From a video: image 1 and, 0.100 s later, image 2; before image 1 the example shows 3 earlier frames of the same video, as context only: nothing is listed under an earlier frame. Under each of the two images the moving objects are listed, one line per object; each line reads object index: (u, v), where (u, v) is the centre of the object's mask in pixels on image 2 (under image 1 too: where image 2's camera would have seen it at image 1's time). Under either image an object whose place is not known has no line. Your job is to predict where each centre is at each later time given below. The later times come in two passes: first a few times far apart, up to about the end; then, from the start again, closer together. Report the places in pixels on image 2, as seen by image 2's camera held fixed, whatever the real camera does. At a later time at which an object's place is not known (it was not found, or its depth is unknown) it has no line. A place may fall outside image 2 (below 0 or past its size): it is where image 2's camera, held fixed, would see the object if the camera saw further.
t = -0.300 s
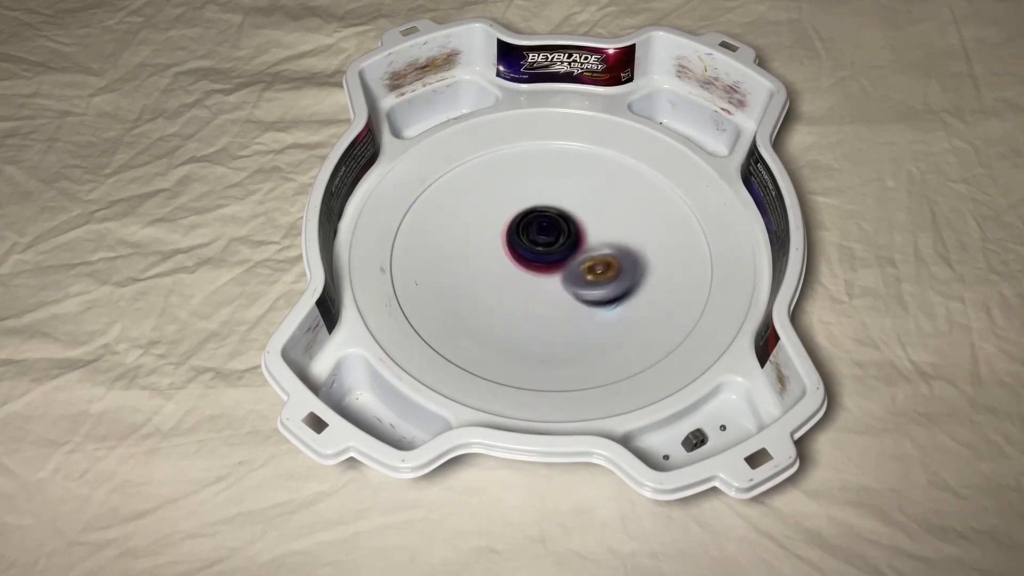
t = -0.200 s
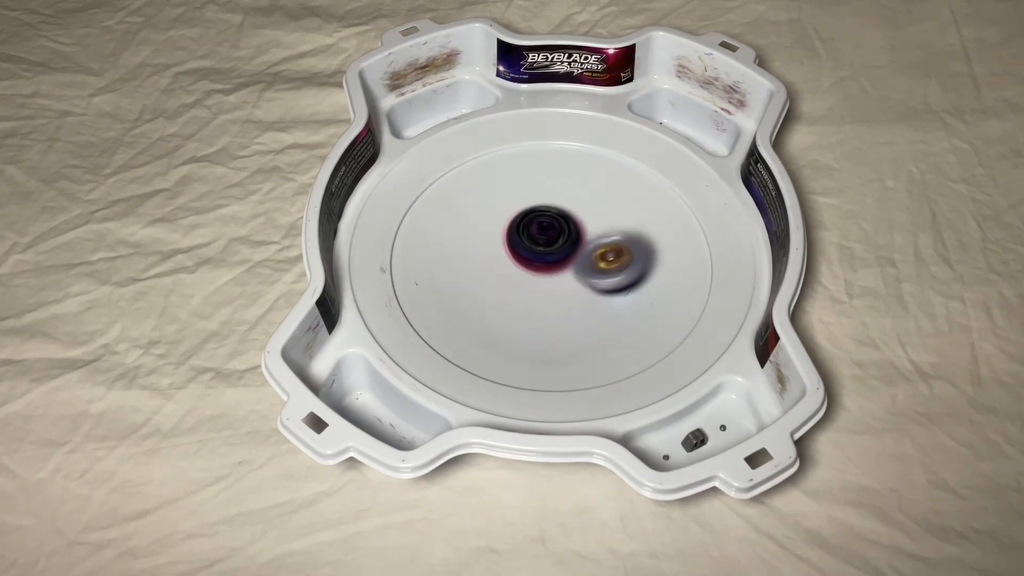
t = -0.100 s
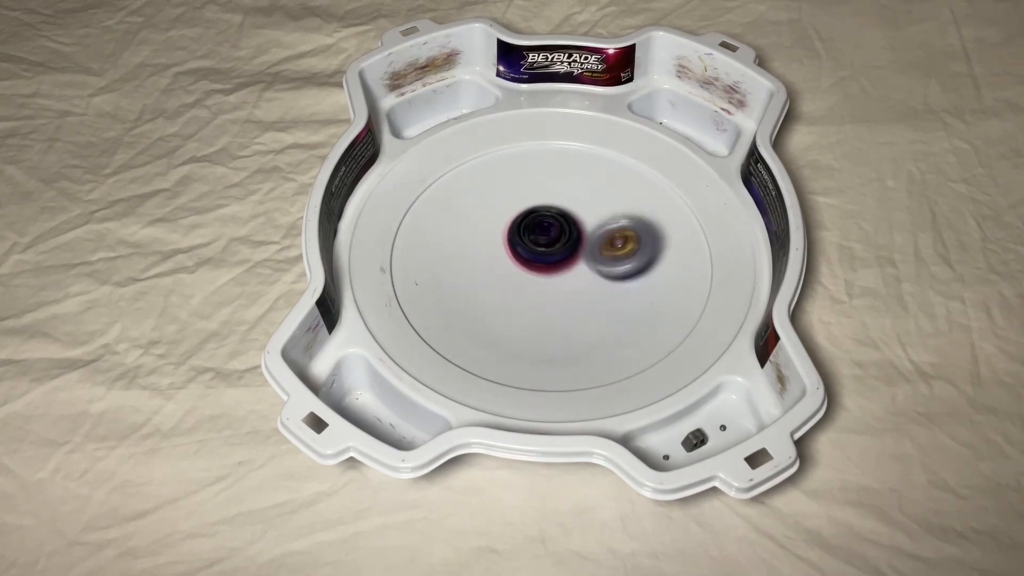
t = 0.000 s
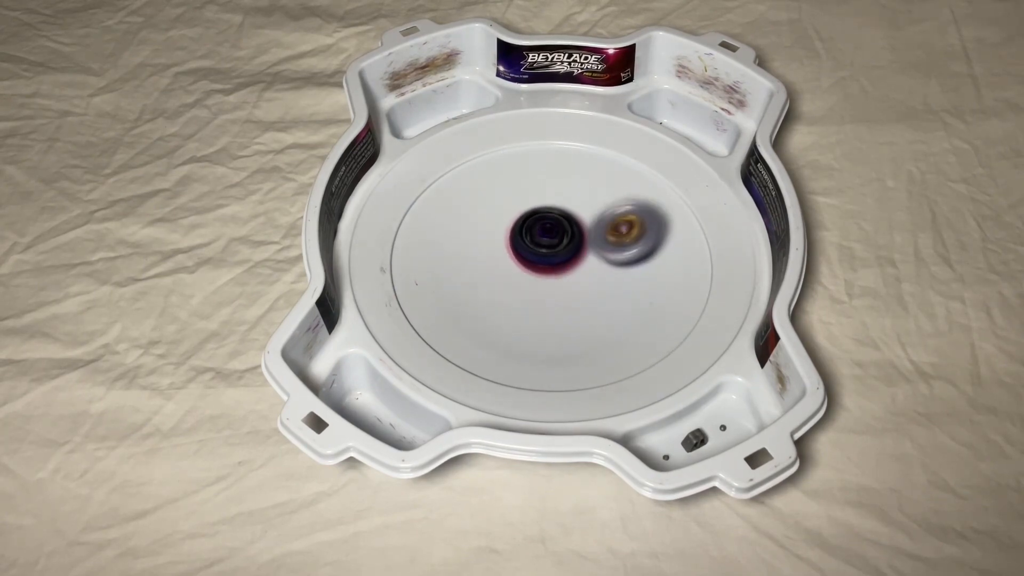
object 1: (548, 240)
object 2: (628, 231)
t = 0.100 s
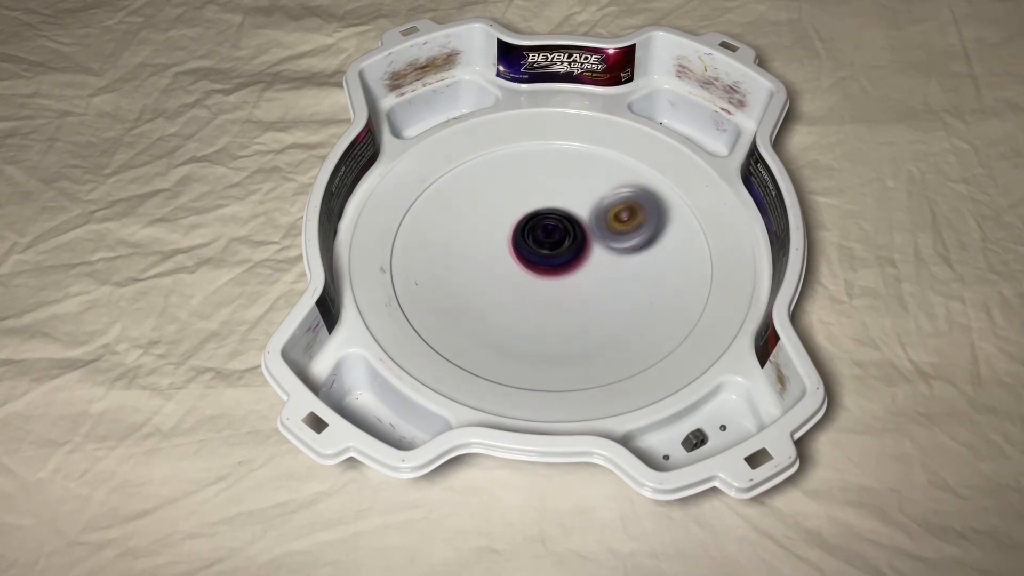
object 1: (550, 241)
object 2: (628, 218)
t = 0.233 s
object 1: (554, 245)
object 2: (622, 202)
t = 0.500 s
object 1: (564, 250)
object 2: (597, 184)
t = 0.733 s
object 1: (568, 253)
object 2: (563, 180)
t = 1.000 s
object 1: (570, 252)
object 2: (522, 193)
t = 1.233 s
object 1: (570, 249)
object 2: (498, 215)
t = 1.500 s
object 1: (570, 245)
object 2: (495, 248)
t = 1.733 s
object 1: (571, 239)
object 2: (512, 272)
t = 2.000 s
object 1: (570, 233)
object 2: (543, 285)
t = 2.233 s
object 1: (567, 227)
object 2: (569, 286)
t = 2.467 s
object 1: (562, 216)
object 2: (582, 286)
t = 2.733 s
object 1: (554, 212)
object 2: (575, 267)
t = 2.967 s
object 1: (547, 216)
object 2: (567, 272)
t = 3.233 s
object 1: (540, 228)
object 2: (567, 282)
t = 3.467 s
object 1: (535, 235)
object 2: (581, 280)
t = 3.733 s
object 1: (531, 233)
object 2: (605, 273)
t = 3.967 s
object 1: (529, 231)
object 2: (611, 262)
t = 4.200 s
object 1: (536, 235)
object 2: (596, 265)
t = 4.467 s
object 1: (541, 239)
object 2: (600, 279)
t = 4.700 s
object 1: (543, 236)
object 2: (610, 282)
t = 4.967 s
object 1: (546, 228)
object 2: (594, 281)
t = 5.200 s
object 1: (548, 215)
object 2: (591, 307)
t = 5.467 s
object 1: (558, 232)
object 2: (567, 297)
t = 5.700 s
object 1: (579, 235)
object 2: (503, 291)
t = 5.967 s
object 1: (574, 252)
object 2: (487, 275)
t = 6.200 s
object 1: (562, 259)
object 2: (487, 247)
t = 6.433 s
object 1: (562, 255)
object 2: (486, 220)
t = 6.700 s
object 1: (572, 248)
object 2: (500, 209)
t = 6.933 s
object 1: (577, 248)
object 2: (522, 197)
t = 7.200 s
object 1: (572, 249)
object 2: (529, 187)
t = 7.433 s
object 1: (573, 253)
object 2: (524, 193)
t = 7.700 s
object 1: (568, 262)
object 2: (530, 194)
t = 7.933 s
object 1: (561, 266)
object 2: (538, 190)
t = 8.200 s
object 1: (553, 268)
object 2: (570, 187)
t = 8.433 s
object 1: (556, 269)
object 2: (579, 191)
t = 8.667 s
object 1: (560, 258)
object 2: (567, 192)
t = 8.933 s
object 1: (555, 259)
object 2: (579, 187)
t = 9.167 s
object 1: (555, 263)
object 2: (569, 196)
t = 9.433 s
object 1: (560, 274)
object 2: (577, 206)
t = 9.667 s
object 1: (553, 269)
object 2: (565, 216)
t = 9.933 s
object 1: (551, 271)
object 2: (566, 215)
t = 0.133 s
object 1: (551, 242)
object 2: (627, 214)
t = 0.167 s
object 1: (552, 243)
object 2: (625, 210)
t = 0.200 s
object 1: (553, 244)
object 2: (624, 206)
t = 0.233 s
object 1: (554, 245)
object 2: (622, 202)
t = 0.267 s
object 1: (555, 245)
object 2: (620, 198)
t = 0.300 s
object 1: (557, 246)
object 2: (617, 196)
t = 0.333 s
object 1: (558, 247)
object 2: (615, 193)
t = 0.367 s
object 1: (559, 247)
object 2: (612, 190)
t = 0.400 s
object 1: (560, 248)
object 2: (608, 188)
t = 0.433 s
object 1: (561, 249)
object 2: (605, 186)
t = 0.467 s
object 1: (563, 250)
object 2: (601, 185)
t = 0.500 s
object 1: (564, 250)
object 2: (597, 184)
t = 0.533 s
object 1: (565, 251)
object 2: (593, 183)
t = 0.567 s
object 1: (565, 251)
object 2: (588, 182)
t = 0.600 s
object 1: (566, 251)
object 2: (583, 181)
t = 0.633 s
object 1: (566, 252)
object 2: (579, 180)
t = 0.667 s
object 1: (567, 252)
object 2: (573, 180)
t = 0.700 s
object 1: (568, 253)
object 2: (568, 180)
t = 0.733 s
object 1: (568, 253)
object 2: (563, 180)
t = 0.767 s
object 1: (569, 253)
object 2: (558, 181)
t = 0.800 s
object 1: (569, 253)
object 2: (552, 182)
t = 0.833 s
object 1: (569, 253)
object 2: (547, 184)
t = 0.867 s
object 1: (570, 253)
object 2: (542, 185)
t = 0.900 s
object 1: (570, 253)
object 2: (536, 187)
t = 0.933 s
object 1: (570, 252)
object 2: (531, 188)
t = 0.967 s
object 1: (570, 252)
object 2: (527, 190)
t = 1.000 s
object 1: (570, 252)
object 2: (522, 193)
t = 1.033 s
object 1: (570, 251)
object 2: (517, 195)
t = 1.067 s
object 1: (570, 251)
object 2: (513, 198)
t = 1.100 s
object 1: (570, 251)
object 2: (509, 201)
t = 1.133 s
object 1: (569, 250)
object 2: (505, 205)
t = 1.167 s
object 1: (569, 250)
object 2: (502, 208)
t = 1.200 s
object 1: (569, 250)
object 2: (499, 212)
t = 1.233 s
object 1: (570, 249)
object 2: (498, 215)
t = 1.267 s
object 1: (570, 249)
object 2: (495, 220)
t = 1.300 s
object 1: (570, 248)
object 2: (494, 223)
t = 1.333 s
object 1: (570, 248)
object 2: (493, 228)
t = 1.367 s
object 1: (570, 247)
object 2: (492, 232)
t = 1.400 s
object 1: (570, 247)
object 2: (492, 236)
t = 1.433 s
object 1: (570, 246)
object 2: (492, 240)
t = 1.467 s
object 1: (570, 245)
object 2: (492, 243)
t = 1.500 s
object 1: (570, 245)
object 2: (495, 248)
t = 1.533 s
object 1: (571, 244)
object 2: (495, 251)
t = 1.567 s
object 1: (571, 243)
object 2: (498, 255)
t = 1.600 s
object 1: (571, 242)
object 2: (500, 259)
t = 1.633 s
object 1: (571, 241)
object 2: (502, 262)
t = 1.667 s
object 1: (571, 240)
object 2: (506, 266)
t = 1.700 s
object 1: (571, 240)
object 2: (509, 269)
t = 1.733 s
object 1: (571, 239)
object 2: (512, 272)
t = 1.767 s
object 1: (571, 238)
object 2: (516, 274)
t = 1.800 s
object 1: (571, 238)
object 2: (520, 276)
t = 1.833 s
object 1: (571, 237)
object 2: (523, 278)
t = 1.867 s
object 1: (571, 236)
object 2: (528, 280)
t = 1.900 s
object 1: (570, 235)
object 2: (533, 283)
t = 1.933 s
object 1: (570, 235)
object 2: (537, 284)
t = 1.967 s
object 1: (570, 234)
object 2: (541, 285)
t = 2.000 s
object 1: (570, 233)
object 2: (543, 285)
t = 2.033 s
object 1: (570, 231)
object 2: (549, 284)
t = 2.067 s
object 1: (569, 231)
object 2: (553, 283)
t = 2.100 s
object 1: (569, 229)
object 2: (558, 286)
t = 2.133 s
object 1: (569, 229)
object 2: (560, 288)
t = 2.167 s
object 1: (568, 228)
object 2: (563, 288)
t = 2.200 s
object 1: (568, 228)
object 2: (565, 287)
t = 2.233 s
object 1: (567, 227)
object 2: (569, 286)
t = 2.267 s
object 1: (567, 227)
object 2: (571, 284)
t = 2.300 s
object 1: (566, 226)
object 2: (573, 281)
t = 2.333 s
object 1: (566, 225)
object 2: (576, 283)
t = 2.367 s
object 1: (565, 221)
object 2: (580, 287)
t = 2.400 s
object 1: (564, 219)
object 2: (581, 287)
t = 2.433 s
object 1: (563, 218)
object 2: (582, 287)
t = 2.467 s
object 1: (562, 216)
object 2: (582, 286)
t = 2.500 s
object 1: (561, 216)
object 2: (582, 284)
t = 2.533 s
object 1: (560, 215)
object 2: (582, 281)
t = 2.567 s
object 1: (559, 215)
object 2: (580, 279)
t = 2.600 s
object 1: (558, 214)
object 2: (579, 276)
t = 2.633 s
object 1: (557, 214)
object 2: (577, 273)
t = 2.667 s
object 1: (556, 212)
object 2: (574, 269)
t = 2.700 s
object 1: (555, 211)
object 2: (573, 266)
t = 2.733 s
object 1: (554, 212)
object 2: (575, 267)
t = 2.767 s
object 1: (553, 211)
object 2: (577, 267)
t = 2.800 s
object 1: (551, 212)
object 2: (575, 267)
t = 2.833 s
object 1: (550, 213)
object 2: (573, 268)
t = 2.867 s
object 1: (549, 214)
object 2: (572, 267)
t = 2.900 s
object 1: (549, 213)
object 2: (570, 268)
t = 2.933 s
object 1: (548, 215)
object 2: (569, 271)
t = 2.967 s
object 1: (547, 216)
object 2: (567, 272)
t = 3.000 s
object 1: (547, 218)
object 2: (565, 274)
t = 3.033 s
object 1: (546, 219)
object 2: (564, 275)
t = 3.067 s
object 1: (545, 220)
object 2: (561, 274)
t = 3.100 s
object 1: (544, 222)
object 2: (561, 276)
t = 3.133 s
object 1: (543, 223)
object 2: (563, 277)
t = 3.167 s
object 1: (542, 224)
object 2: (563, 278)
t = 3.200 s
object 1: (541, 225)
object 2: (565, 280)
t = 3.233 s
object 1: (540, 228)
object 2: (567, 282)
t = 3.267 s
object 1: (539, 229)
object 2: (567, 283)
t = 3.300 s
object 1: (538, 229)
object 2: (569, 283)
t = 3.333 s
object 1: (537, 231)
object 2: (571, 283)
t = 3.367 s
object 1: (536, 233)
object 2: (572, 282)
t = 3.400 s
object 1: (536, 233)
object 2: (576, 282)
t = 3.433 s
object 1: (535, 234)
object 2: (580, 281)
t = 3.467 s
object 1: (535, 235)
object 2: (581, 280)
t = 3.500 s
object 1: (535, 236)
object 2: (585, 279)
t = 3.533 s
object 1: (535, 237)
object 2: (588, 278)
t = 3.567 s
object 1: (534, 237)
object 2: (590, 276)
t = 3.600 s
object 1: (533, 236)
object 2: (595, 278)
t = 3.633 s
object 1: (532, 234)
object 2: (603, 278)
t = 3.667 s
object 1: (531, 234)
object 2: (605, 277)
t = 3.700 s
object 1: (531, 234)
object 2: (604, 275)
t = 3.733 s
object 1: (531, 233)
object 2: (605, 273)
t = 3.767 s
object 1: (531, 233)
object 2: (607, 271)
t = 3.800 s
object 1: (531, 233)
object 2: (606, 268)
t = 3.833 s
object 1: (532, 233)
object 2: (603, 265)
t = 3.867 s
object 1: (532, 233)
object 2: (600, 263)
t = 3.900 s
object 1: (533, 233)
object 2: (598, 261)
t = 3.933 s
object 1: (531, 232)
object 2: (604, 259)
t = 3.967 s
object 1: (529, 231)
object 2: (611, 262)
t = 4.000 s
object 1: (530, 230)
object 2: (614, 263)
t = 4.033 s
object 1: (530, 231)
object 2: (616, 262)
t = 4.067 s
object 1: (532, 232)
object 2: (612, 261)
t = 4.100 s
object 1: (533, 233)
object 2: (605, 262)
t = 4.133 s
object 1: (534, 233)
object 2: (602, 264)
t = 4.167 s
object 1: (535, 234)
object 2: (599, 265)
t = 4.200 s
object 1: (536, 235)
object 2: (596, 265)
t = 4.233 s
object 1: (536, 235)
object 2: (599, 267)
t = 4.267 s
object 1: (537, 235)
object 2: (599, 270)
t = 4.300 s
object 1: (538, 236)
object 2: (599, 271)
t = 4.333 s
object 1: (538, 237)
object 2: (598, 272)
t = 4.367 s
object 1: (539, 238)
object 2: (596, 274)
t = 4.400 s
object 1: (540, 238)
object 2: (597, 276)
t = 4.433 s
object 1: (541, 239)
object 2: (596, 277)
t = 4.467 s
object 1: (541, 239)
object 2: (600, 279)
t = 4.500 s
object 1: (543, 240)
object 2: (601, 279)
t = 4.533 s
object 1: (543, 241)
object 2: (600, 278)
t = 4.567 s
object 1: (544, 241)
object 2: (599, 278)
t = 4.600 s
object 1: (543, 239)
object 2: (607, 283)
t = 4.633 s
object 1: (543, 237)
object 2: (611, 284)
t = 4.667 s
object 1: (543, 237)
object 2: (612, 282)
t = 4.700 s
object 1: (543, 236)
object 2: (610, 282)
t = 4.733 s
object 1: (543, 235)
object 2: (609, 281)
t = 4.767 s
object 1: (544, 235)
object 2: (607, 280)
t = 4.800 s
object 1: (544, 235)
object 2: (605, 279)
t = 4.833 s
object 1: (545, 234)
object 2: (603, 278)
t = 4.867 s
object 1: (545, 233)
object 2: (598, 276)
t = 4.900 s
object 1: (544, 232)
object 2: (594, 276)
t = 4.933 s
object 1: (545, 231)
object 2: (590, 275)
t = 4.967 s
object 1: (546, 228)
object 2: (594, 281)
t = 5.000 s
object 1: (544, 222)
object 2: (598, 292)
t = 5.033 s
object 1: (543, 217)
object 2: (601, 299)
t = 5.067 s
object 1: (544, 215)
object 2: (600, 303)
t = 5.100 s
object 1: (545, 215)
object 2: (598, 306)
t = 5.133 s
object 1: (546, 215)
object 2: (596, 307)
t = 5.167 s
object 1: (547, 215)
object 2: (594, 307)
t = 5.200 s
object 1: (548, 215)
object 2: (591, 307)
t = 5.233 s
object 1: (550, 216)
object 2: (589, 307)
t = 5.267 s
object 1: (551, 217)
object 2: (587, 308)
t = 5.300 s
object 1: (552, 219)
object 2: (585, 307)
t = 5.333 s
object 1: (553, 220)
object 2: (582, 306)
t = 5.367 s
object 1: (555, 223)
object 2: (579, 304)
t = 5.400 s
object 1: (556, 226)
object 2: (575, 303)
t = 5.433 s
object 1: (557, 230)
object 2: (571, 302)
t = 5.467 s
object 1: (558, 232)
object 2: (567, 297)
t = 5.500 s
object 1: (561, 233)
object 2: (560, 293)
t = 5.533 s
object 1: (565, 234)
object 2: (554, 293)
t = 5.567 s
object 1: (569, 234)
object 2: (542, 294)
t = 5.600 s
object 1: (573, 234)
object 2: (530, 298)
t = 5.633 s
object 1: (576, 233)
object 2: (517, 295)
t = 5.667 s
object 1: (578, 234)
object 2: (510, 295)
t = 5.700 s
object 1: (579, 235)
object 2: (503, 291)
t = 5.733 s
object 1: (580, 237)
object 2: (499, 290)
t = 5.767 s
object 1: (580, 239)
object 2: (495, 287)
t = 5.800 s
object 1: (580, 241)
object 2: (493, 286)
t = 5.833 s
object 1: (580, 243)
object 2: (491, 283)
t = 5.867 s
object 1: (579, 245)
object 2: (489, 281)
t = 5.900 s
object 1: (577, 247)
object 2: (487, 279)
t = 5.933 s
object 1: (576, 250)
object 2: (488, 278)
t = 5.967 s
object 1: (574, 252)
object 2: (487, 275)
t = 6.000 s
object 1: (571, 254)
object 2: (486, 272)
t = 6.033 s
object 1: (569, 255)
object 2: (486, 269)
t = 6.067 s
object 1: (566, 256)
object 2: (486, 265)
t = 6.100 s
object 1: (564, 257)
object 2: (487, 262)
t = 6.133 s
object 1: (563, 258)
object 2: (489, 258)
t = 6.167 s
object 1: (563, 258)
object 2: (488, 252)
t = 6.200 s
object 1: (562, 259)
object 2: (487, 247)
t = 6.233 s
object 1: (561, 259)
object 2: (486, 242)
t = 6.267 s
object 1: (561, 259)
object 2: (486, 237)
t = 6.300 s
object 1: (560, 258)
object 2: (485, 234)
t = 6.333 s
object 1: (561, 257)
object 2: (485, 229)
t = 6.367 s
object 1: (562, 257)
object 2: (485, 225)
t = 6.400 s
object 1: (562, 256)
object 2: (485, 222)
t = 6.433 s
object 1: (562, 255)
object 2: (486, 220)
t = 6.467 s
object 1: (563, 254)
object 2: (486, 218)
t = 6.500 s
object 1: (564, 253)
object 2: (486, 216)
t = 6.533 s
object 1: (566, 252)
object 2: (486, 215)
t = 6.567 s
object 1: (567, 251)
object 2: (487, 214)
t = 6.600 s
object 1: (568, 250)
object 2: (488, 213)
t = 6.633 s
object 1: (569, 249)
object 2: (492, 212)
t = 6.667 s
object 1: (571, 249)
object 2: (496, 210)
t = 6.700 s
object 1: (572, 248)
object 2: (500, 209)
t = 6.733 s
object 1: (573, 248)
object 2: (503, 208)
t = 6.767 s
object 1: (574, 248)
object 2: (505, 207)
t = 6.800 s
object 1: (575, 248)
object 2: (507, 206)
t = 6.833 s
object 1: (576, 248)
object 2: (510, 204)
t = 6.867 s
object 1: (576, 248)
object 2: (515, 202)
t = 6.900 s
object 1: (577, 248)
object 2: (519, 199)
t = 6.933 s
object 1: (577, 248)
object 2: (522, 197)
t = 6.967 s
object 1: (576, 248)
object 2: (525, 195)
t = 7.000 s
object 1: (576, 248)
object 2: (526, 195)
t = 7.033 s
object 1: (576, 248)
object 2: (528, 192)
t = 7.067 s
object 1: (575, 248)
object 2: (529, 190)
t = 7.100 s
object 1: (575, 249)
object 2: (530, 186)
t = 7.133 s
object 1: (574, 250)
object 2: (529, 185)
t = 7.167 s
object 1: (573, 250)
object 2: (527, 186)
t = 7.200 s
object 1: (572, 249)
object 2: (529, 187)
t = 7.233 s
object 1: (572, 249)
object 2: (531, 187)
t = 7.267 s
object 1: (573, 249)
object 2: (528, 187)
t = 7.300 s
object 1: (573, 250)
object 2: (526, 188)
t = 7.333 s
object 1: (573, 251)
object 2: (526, 191)
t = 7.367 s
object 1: (572, 252)
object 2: (526, 193)
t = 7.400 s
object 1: (573, 252)
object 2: (524, 191)
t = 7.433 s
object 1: (573, 253)
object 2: (524, 193)
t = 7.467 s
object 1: (572, 253)
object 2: (526, 193)
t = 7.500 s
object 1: (572, 254)
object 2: (528, 194)
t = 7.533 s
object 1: (571, 254)
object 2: (533, 198)
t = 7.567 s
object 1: (572, 257)
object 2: (533, 196)
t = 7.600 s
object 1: (573, 260)
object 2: (528, 193)
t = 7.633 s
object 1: (572, 261)
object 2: (530, 192)
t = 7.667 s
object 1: (569, 262)
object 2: (531, 194)
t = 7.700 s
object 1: (568, 262)
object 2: (530, 194)
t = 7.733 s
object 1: (567, 262)
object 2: (536, 196)
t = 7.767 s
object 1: (566, 263)
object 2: (540, 197)
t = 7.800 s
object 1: (566, 266)
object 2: (542, 192)
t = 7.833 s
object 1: (566, 267)
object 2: (542, 187)
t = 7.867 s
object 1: (564, 268)
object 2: (540, 187)
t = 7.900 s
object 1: (562, 268)
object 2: (537, 186)
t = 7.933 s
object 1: (561, 266)
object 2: (538, 190)
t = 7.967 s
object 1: (560, 265)
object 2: (541, 194)
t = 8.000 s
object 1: (560, 265)
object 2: (548, 196)
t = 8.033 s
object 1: (559, 265)
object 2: (552, 198)
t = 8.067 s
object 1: (559, 264)
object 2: (554, 196)
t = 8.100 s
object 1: (559, 262)
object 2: (559, 197)
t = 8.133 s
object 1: (558, 263)
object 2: (559, 196)
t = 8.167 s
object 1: (555, 266)
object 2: (563, 188)
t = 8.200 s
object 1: (553, 268)
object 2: (570, 187)
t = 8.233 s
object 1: (552, 270)
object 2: (574, 181)
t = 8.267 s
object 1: (551, 272)
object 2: (580, 180)
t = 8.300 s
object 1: (551, 273)
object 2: (580, 179)
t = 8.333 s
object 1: (553, 273)
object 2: (580, 180)
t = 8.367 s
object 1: (556, 272)
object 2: (579, 185)
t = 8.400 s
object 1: (556, 271)
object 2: (579, 187)
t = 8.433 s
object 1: (556, 269)
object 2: (579, 191)
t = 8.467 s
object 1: (557, 267)
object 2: (573, 192)
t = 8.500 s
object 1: (559, 266)
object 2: (572, 196)
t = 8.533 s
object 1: (560, 265)
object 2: (569, 195)
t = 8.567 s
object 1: (560, 263)
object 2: (570, 194)
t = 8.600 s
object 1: (559, 261)
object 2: (566, 194)
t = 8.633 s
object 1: (559, 260)
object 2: (569, 194)
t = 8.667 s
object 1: (560, 258)
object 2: (567, 192)
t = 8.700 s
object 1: (561, 258)
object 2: (570, 188)
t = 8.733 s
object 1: (562, 258)
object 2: (573, 191)
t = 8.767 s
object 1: (561, 258)
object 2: (579, 185)
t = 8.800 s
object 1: (560, 259)
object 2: (579, 185)
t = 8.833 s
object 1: (559, 258)
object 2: (582, 181)
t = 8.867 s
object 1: (558, 258)
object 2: (580, 182)
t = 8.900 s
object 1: (557, 259)
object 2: (580, 185)
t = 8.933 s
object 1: (555, 259)
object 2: (579, 187)
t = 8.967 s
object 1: (554, 259)
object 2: (577, 187)
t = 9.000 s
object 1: (554, 259)
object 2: (572, 190)
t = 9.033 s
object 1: (555, 259)
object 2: (572, 192)
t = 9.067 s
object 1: (555, 260)
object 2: (567, 192)
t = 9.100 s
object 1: (555, 260)
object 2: (568, 196)
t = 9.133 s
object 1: (555, 261)
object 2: (570, 195)
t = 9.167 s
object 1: (555, 263)
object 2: (569, 196)
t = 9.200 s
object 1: (555, 266)
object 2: (572, 191)
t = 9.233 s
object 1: (555, 268)
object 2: (570, 189)
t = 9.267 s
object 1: (557, 270)
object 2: (573, 194)
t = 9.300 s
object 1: (557, 272)
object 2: (572, 193)
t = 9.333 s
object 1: (558, 274)
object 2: (572, 195)
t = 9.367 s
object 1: (558, 275)
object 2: (574, 199)
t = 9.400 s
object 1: (560, 275)
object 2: (577, 203)
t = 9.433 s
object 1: (560, 274)
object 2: (577, 206)
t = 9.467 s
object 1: (560, 272)
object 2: (576, 208)
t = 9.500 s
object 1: (560, 271)
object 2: (571, 206)
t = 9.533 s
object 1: (558, 272)
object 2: (567, 205)
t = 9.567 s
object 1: (556, 272)
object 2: (568, 208)
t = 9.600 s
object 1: (555, 271)
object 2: (566, 210)
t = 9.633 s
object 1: (555, 269)
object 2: (564, 213)
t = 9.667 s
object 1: (553, 269)
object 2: (565, 216)
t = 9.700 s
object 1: (549, 269)
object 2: (565, 215)
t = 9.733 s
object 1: (548, 270)
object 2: (566, 215)
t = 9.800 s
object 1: (547, 269)
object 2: (566, 215)
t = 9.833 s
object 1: (548, 269)
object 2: (566, 215)
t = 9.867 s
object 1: (548, 270)
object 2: (566, 215)
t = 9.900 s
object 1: (549, 270)
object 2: (566, 215)
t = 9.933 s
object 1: (551, 271)
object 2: (566, 215)
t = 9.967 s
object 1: (551, 271)
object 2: (565, 215)
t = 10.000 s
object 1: (551, 271)
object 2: (565, 215)
